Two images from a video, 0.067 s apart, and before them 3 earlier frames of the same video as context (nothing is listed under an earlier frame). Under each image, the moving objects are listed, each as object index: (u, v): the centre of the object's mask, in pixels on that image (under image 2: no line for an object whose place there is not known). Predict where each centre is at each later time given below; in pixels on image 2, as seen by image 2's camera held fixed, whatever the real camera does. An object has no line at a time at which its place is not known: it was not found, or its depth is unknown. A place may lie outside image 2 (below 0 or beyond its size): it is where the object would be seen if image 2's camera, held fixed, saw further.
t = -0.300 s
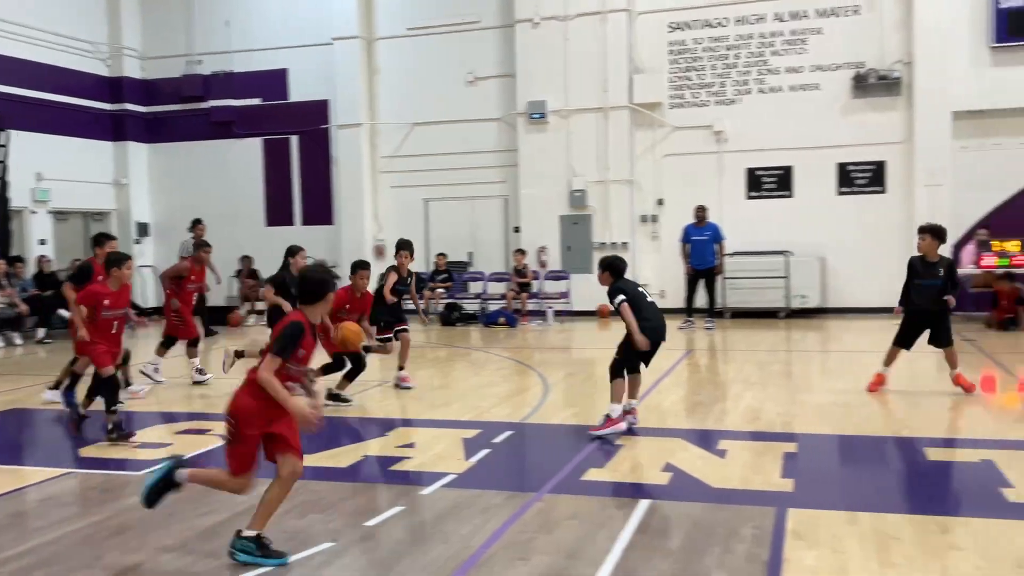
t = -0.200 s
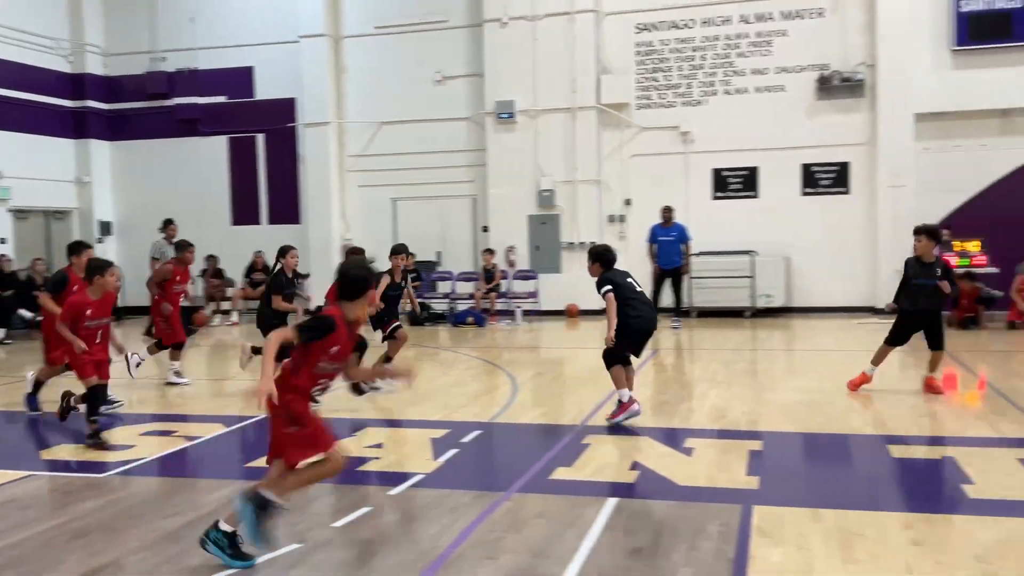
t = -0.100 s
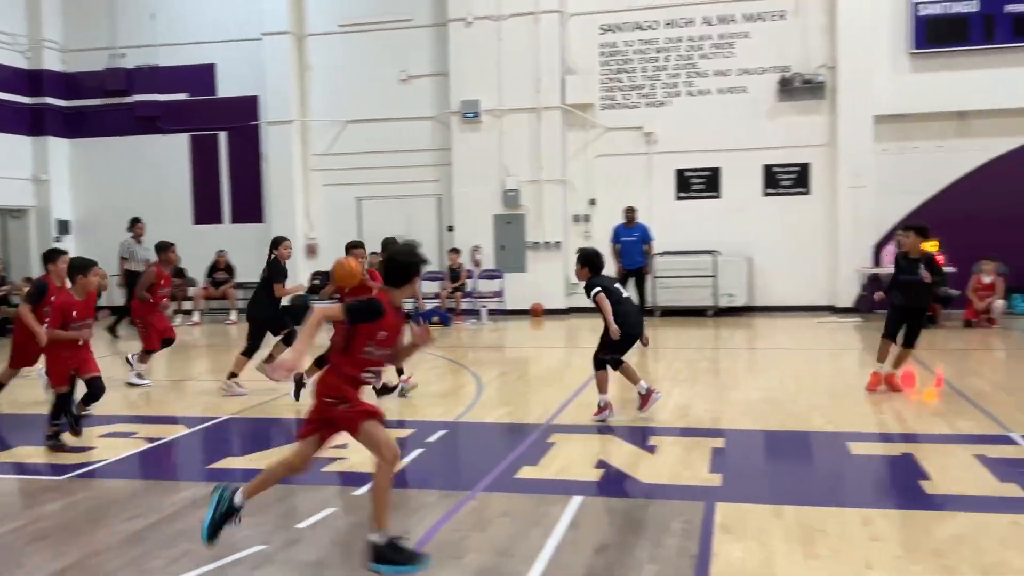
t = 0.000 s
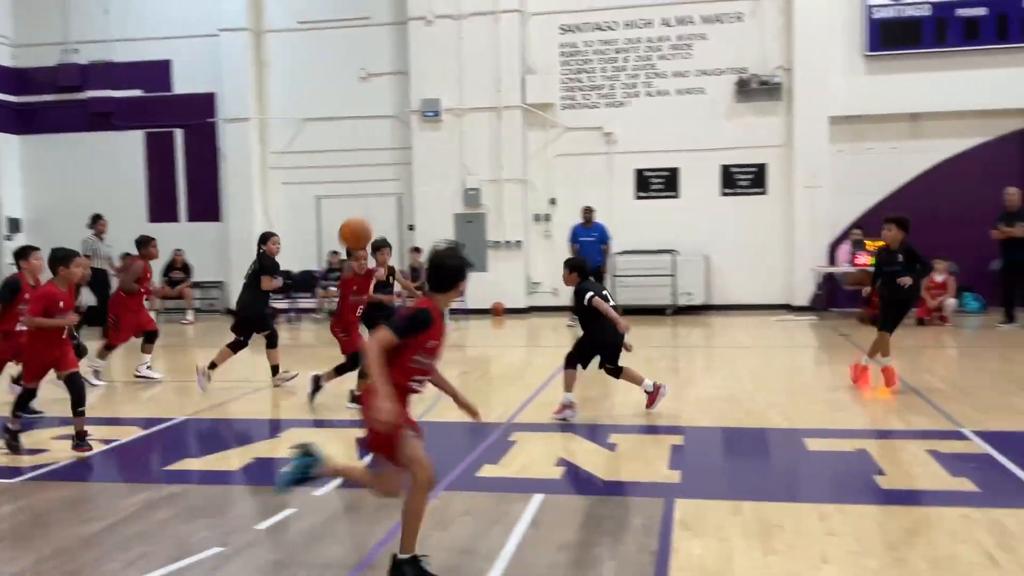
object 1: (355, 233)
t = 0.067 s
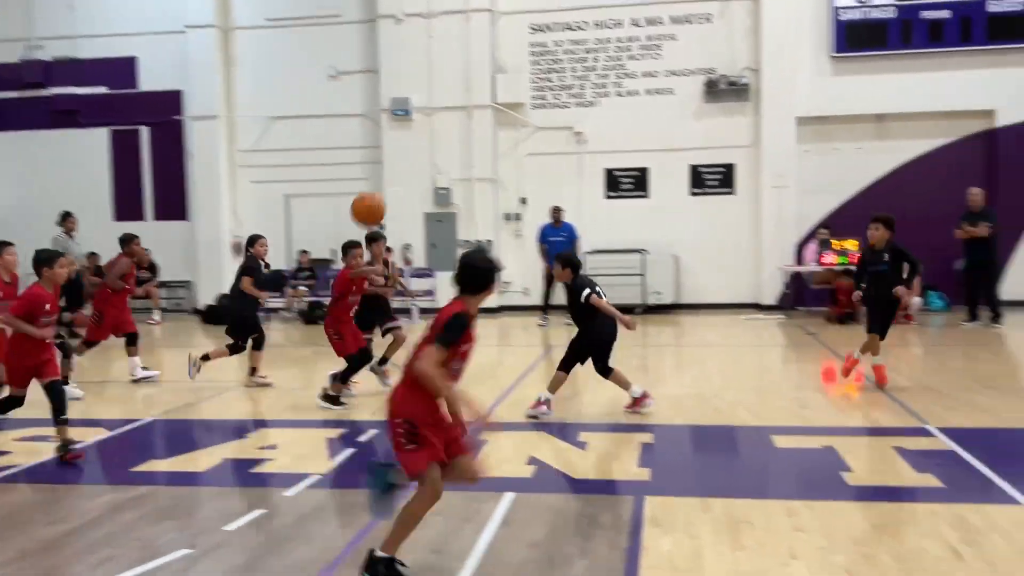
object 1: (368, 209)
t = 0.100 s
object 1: (391, 199)
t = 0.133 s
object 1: (414, 191)
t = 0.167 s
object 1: (439, 185)
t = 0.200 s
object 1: (467, 178)
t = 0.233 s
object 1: (494, 173)
